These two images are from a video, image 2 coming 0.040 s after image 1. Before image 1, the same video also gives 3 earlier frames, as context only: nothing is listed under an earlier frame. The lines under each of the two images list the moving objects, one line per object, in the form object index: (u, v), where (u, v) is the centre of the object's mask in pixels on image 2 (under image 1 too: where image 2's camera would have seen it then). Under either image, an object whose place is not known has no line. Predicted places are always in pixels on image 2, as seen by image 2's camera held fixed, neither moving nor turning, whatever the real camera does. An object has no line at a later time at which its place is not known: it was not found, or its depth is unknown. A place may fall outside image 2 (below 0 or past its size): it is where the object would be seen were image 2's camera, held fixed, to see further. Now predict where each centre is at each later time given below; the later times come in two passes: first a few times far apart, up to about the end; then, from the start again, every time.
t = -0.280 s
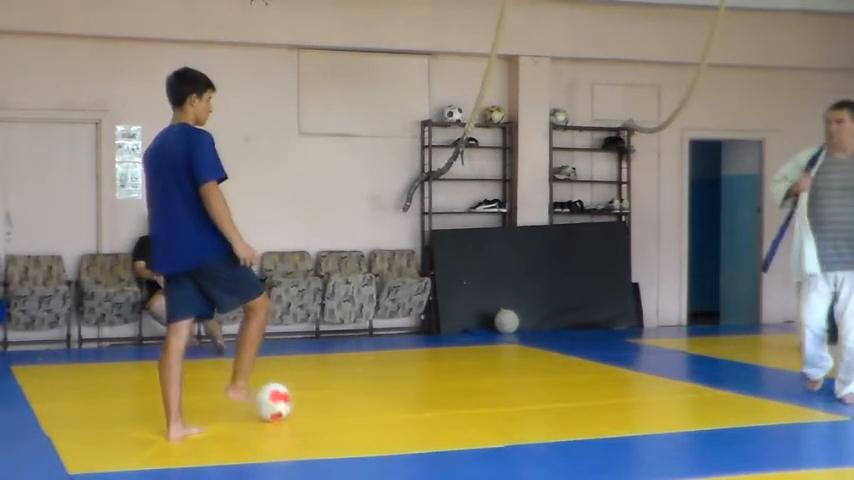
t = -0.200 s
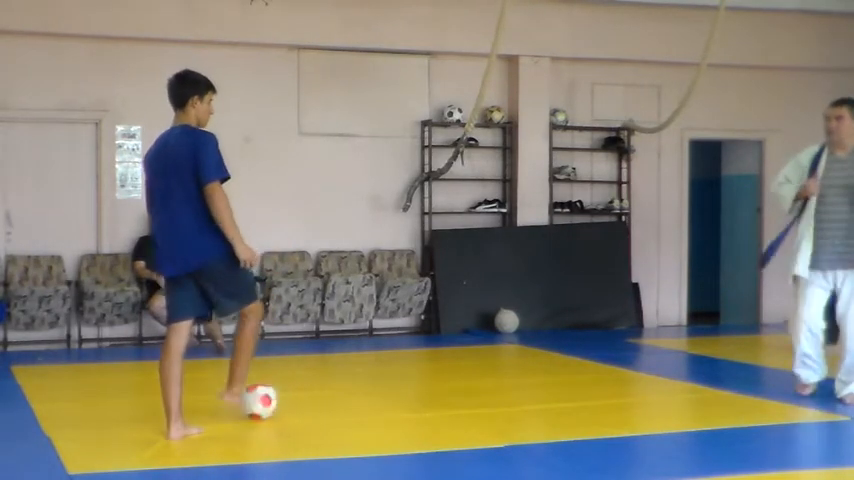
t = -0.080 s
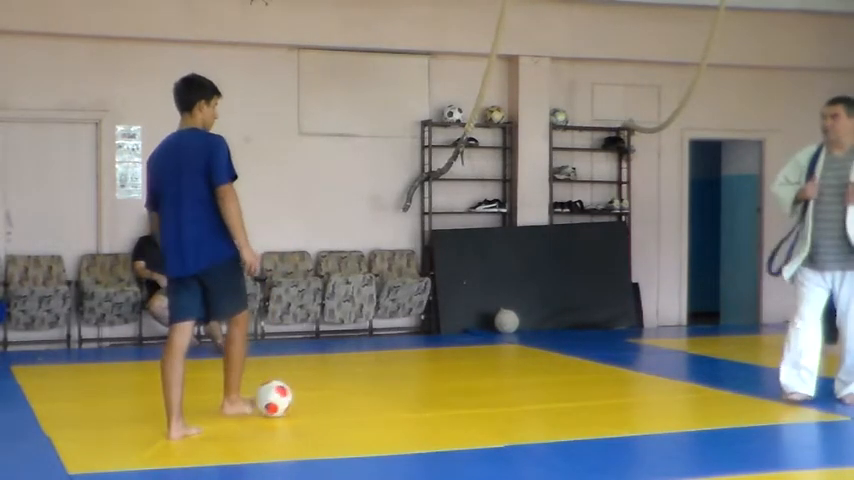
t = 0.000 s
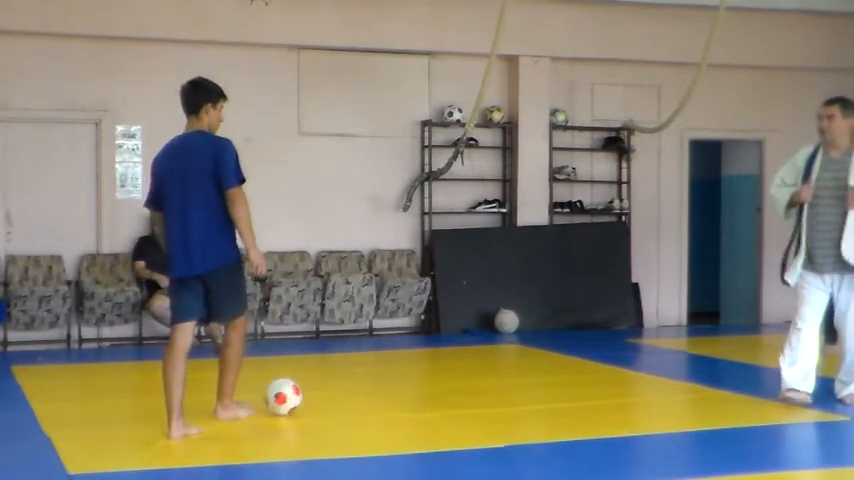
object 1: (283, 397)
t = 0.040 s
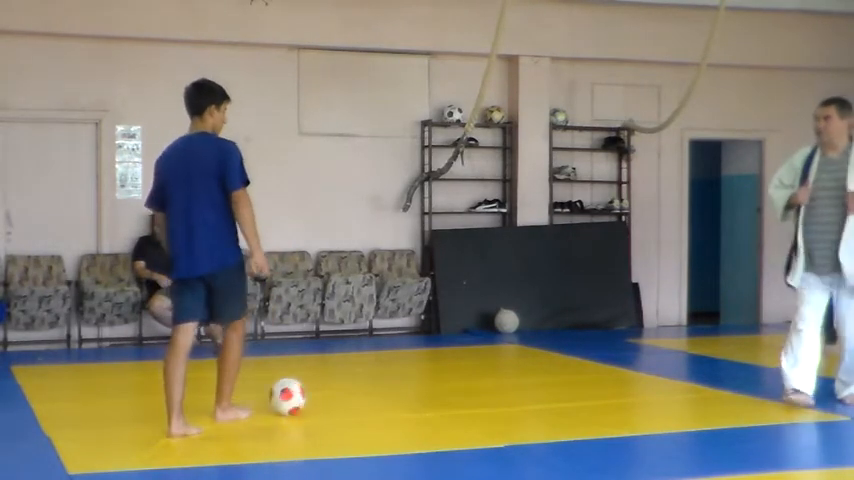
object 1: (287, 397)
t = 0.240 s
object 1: (309, 394)
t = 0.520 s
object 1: (328, 390)
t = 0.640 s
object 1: (334, 389)
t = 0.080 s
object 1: (291, 396)
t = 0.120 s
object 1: (295, 395)
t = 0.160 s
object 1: (300, 394)
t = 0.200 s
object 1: (304, 394)
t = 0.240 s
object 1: (309, 394)
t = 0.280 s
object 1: (312, 393)
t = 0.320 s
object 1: (316, 392)
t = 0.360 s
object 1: (319, 392)
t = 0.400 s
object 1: (322, 392)
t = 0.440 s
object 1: (324, 391)
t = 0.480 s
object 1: (326, 391)
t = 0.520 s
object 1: (328, 390)
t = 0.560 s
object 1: (330, 390)
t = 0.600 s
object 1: (332, 389)
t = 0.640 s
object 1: (334, 389)
